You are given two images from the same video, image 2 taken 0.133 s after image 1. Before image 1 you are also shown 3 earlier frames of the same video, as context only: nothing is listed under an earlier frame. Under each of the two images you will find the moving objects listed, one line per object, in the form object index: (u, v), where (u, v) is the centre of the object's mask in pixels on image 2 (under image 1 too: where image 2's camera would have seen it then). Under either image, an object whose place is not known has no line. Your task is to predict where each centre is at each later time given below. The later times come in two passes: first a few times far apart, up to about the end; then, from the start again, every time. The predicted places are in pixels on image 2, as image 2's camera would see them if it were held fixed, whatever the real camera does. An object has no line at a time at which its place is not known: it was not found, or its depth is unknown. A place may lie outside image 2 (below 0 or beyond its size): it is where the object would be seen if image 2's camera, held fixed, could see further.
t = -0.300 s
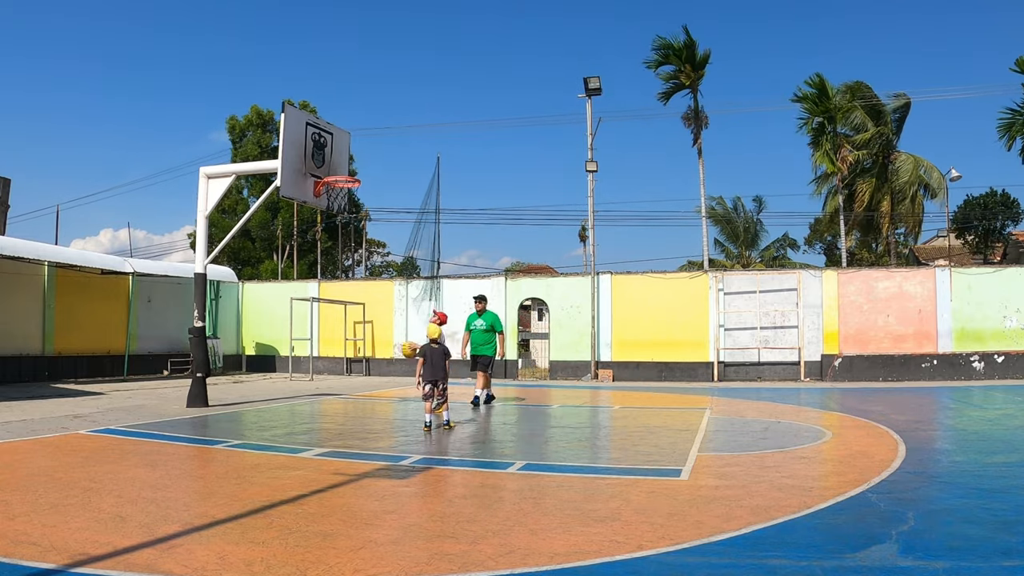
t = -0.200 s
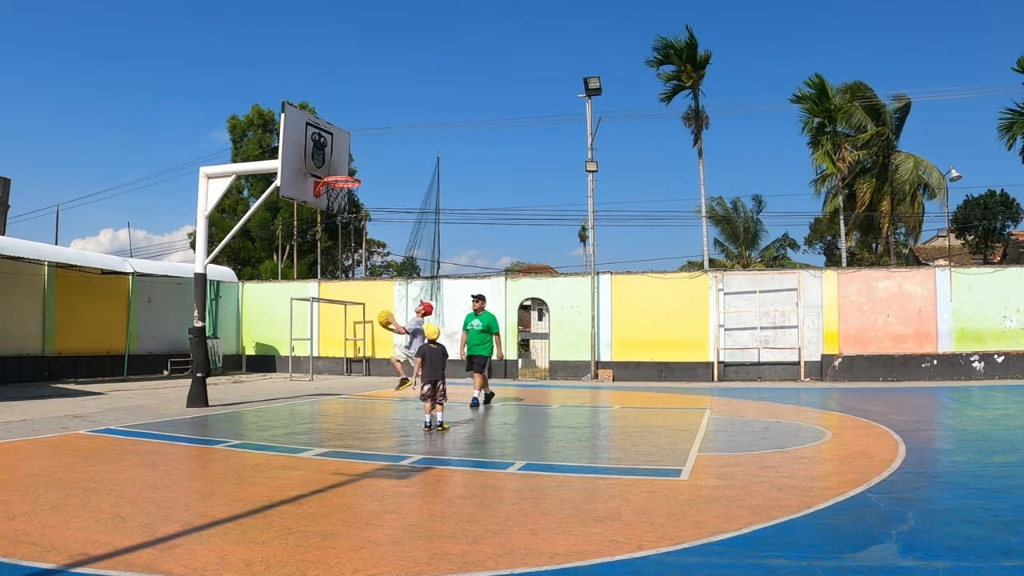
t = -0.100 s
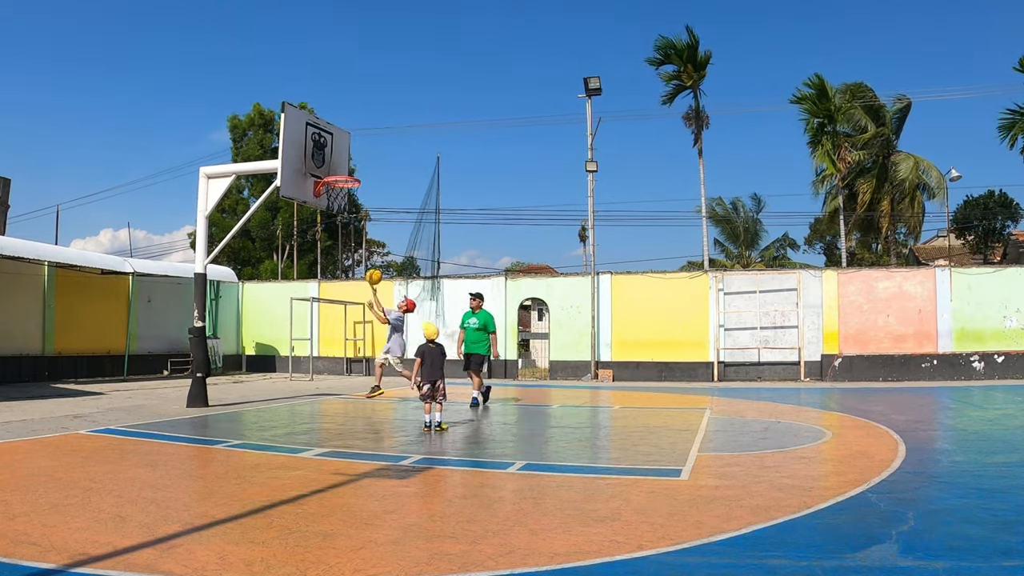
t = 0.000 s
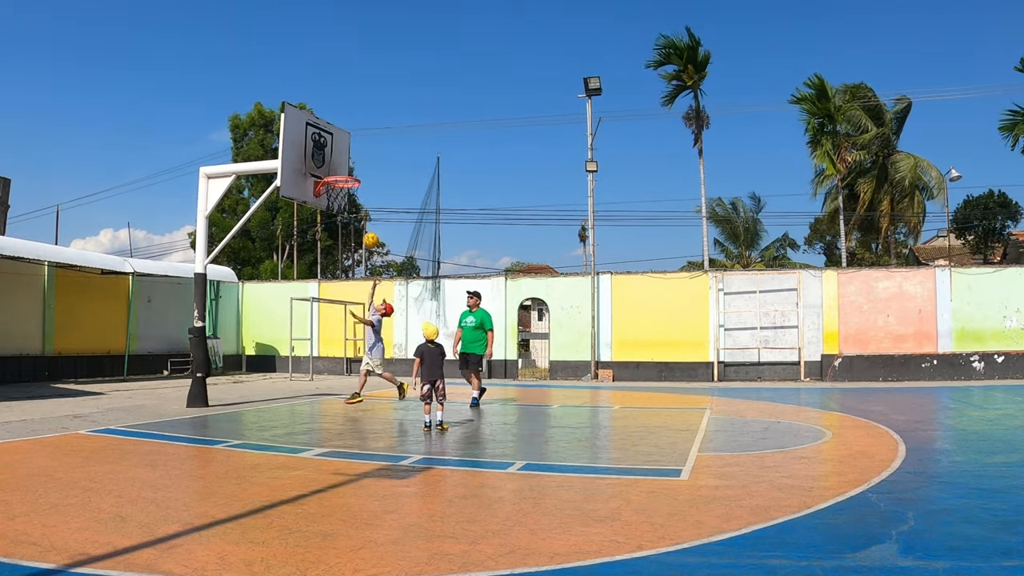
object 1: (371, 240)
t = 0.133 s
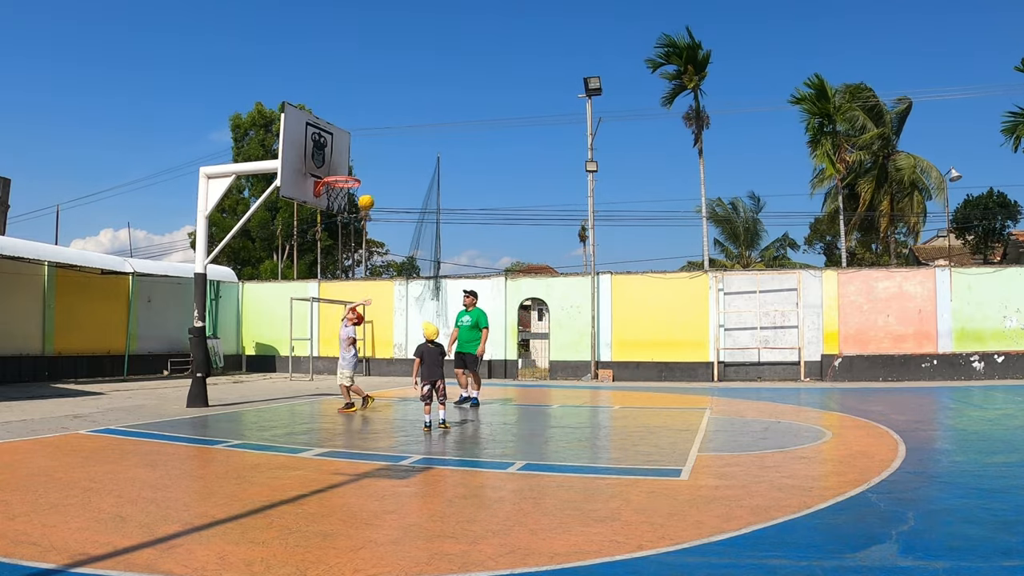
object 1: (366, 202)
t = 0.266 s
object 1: (361, 177)
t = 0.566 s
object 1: (348, 166)
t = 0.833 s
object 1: (336, 209)
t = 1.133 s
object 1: (338, 297)
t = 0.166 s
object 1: (364, 194)
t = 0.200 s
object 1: (364, 189)
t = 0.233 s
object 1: (363, 182)
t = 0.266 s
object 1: (361, 177)
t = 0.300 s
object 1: (359, 173)
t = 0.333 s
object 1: (358, 170)
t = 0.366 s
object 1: (356, 167)
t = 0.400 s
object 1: (355, 165)
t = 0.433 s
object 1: (354, 164)
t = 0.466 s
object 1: (353, 163)
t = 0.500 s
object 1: (351, 163)
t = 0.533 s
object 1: (350, 164)
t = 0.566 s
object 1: (348, 166)
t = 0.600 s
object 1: (346, 168)
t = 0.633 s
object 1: (345, 170)
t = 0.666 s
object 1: (343, 173)
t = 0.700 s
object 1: (341, 180)
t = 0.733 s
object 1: (339, 186)
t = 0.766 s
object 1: (338, 193)
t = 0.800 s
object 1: (338, 198)
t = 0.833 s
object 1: (336, 209)
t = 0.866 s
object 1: (336, 217)
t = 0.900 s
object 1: (336, 222)
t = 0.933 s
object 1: (336, 230)
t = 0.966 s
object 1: (337, 239)
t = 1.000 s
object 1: (337, 249)
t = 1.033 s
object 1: (337, 260)
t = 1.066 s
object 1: (337, 271)
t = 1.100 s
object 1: (338, 283)
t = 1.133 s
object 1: (338, 297)
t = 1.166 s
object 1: (339, 311)
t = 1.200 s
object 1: (339, 327)
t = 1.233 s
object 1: (340, 343)
